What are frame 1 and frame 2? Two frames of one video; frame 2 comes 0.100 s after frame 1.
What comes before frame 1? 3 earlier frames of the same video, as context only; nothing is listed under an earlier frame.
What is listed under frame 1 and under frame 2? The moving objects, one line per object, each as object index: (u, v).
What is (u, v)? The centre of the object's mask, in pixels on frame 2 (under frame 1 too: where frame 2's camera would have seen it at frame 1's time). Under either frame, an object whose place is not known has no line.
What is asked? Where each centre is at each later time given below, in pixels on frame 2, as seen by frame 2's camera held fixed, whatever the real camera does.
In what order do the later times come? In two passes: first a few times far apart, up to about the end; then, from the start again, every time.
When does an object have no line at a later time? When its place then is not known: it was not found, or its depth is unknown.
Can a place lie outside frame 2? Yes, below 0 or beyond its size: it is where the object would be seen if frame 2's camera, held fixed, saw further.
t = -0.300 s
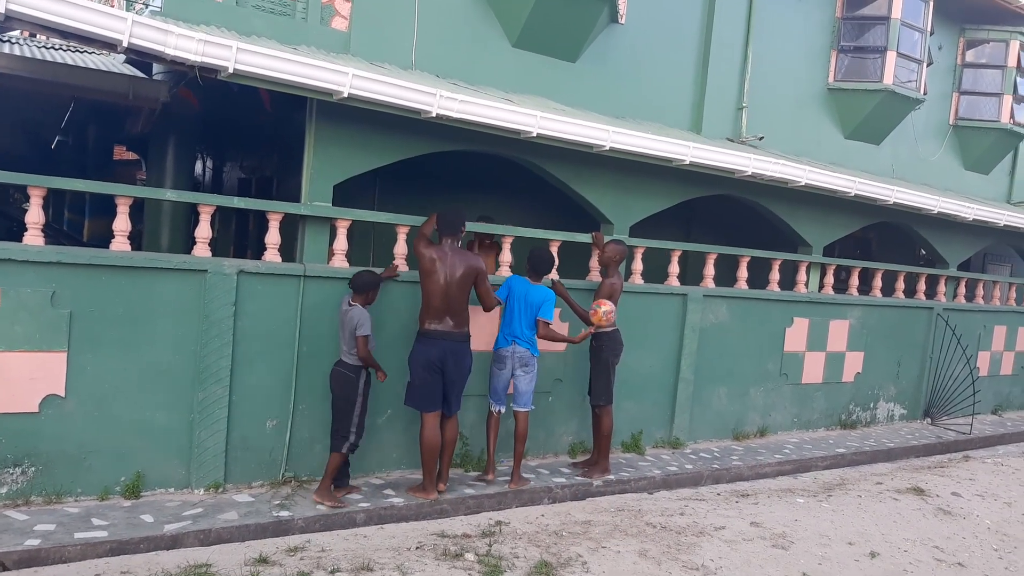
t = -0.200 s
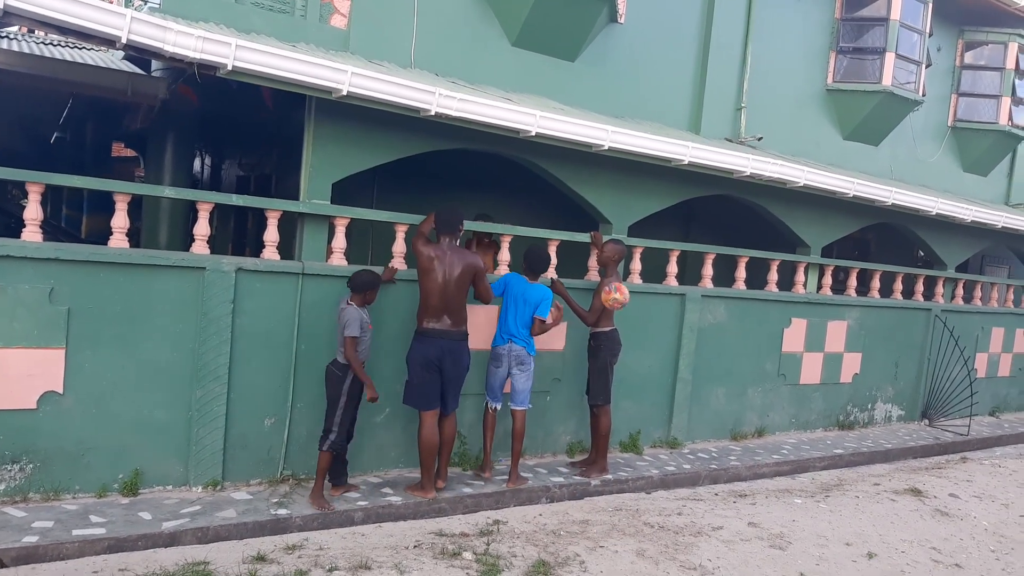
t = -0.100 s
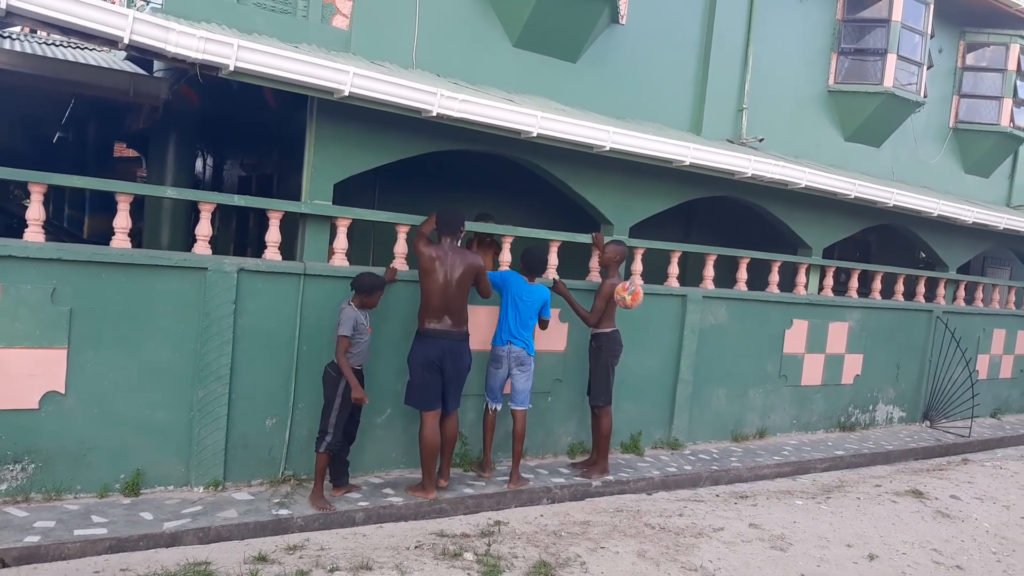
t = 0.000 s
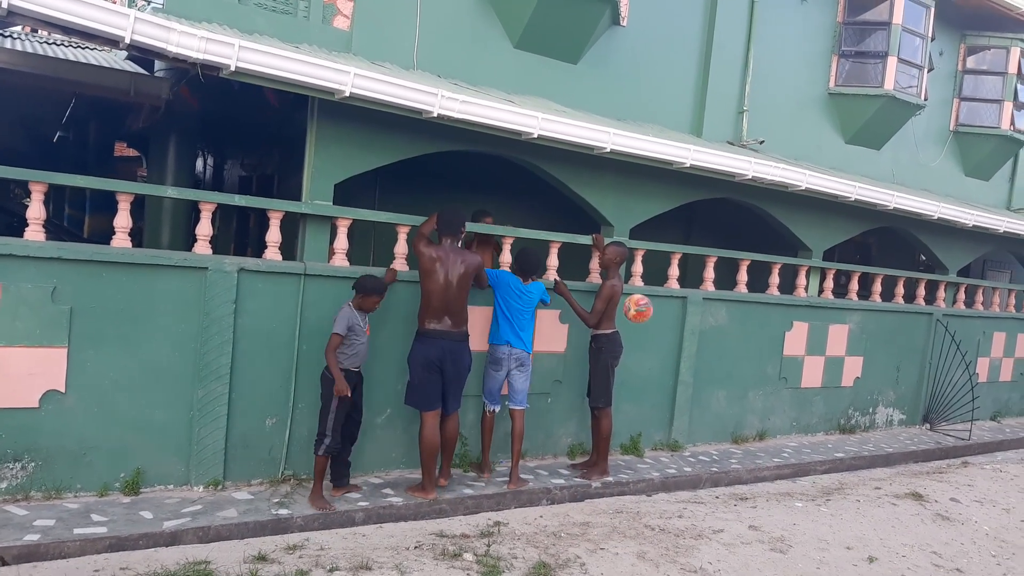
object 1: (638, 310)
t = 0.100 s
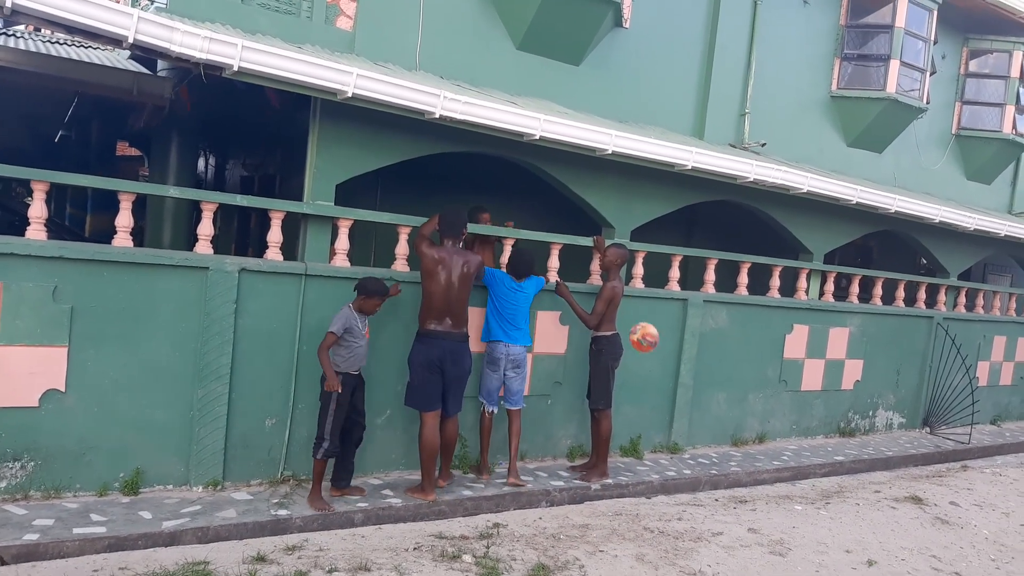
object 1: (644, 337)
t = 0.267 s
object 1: (647, 415)
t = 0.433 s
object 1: (636, 497)
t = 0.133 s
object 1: (645, 349)
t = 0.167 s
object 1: (646, 363)
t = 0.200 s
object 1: (647, 379)
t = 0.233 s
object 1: (647, 396)
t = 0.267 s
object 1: (647, 415)
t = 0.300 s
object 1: (645, 436)
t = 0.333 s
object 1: (643, 458)
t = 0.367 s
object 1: (641, 483)
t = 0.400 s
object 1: (638, 509)
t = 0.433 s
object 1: (636, 497)
